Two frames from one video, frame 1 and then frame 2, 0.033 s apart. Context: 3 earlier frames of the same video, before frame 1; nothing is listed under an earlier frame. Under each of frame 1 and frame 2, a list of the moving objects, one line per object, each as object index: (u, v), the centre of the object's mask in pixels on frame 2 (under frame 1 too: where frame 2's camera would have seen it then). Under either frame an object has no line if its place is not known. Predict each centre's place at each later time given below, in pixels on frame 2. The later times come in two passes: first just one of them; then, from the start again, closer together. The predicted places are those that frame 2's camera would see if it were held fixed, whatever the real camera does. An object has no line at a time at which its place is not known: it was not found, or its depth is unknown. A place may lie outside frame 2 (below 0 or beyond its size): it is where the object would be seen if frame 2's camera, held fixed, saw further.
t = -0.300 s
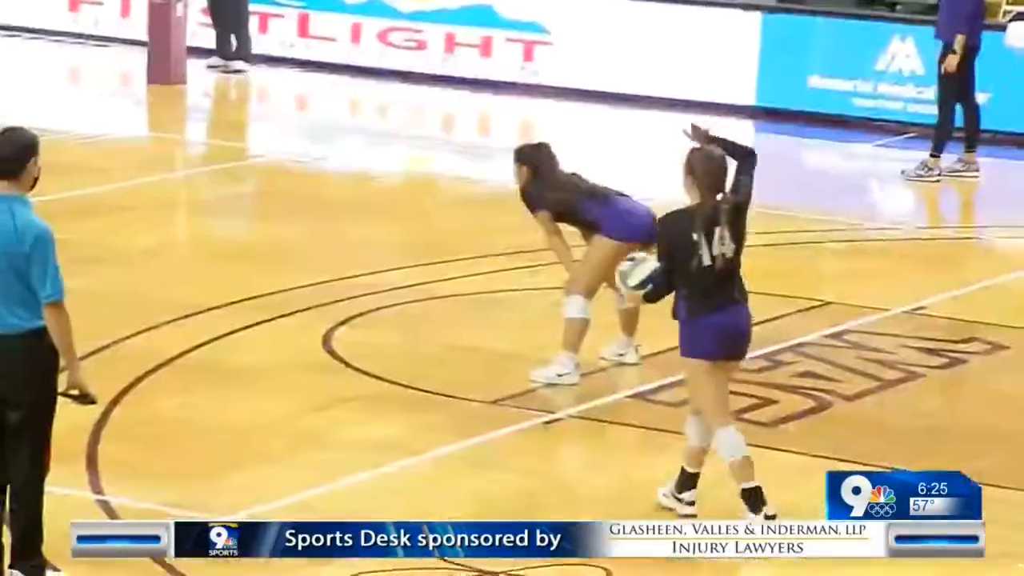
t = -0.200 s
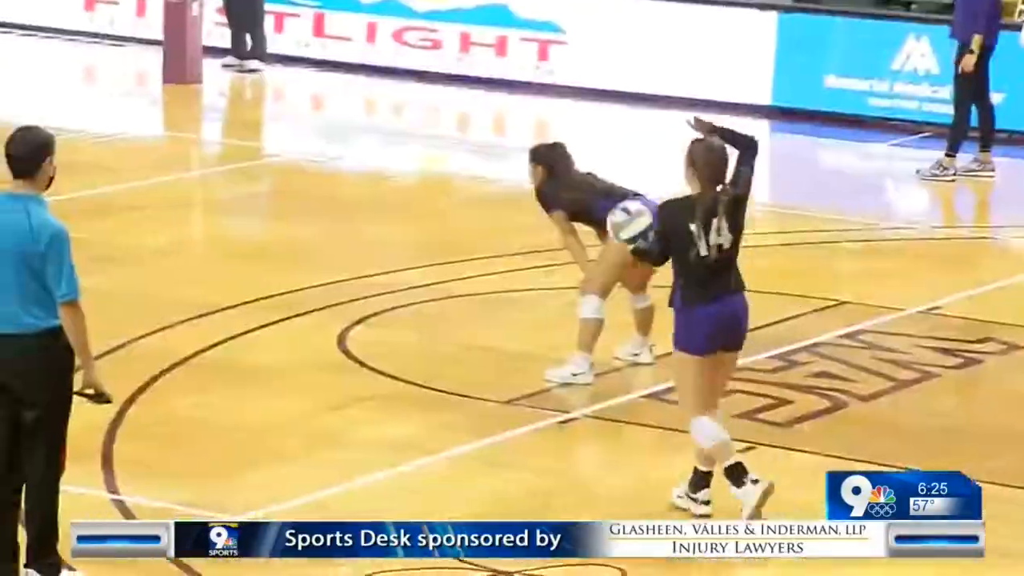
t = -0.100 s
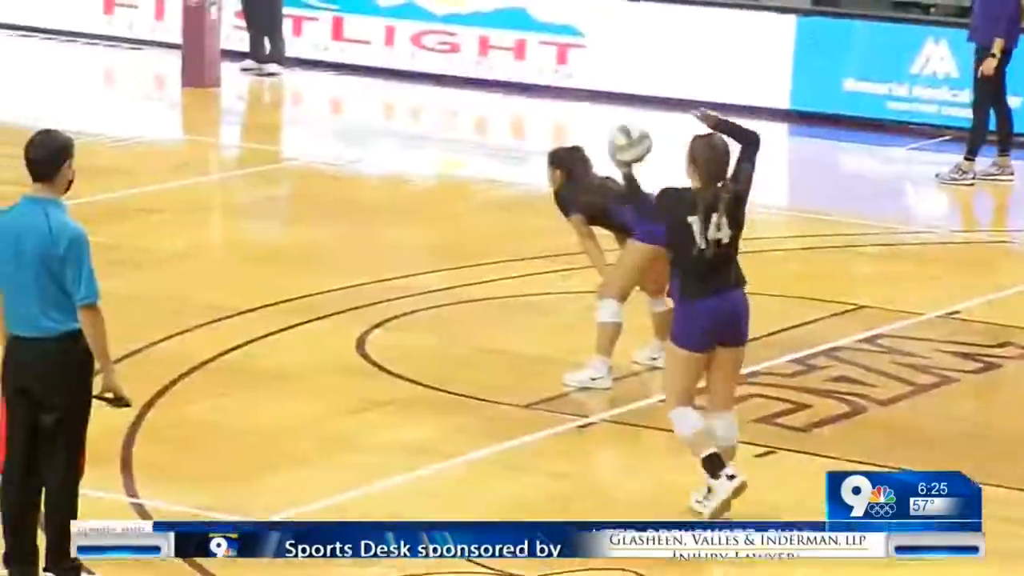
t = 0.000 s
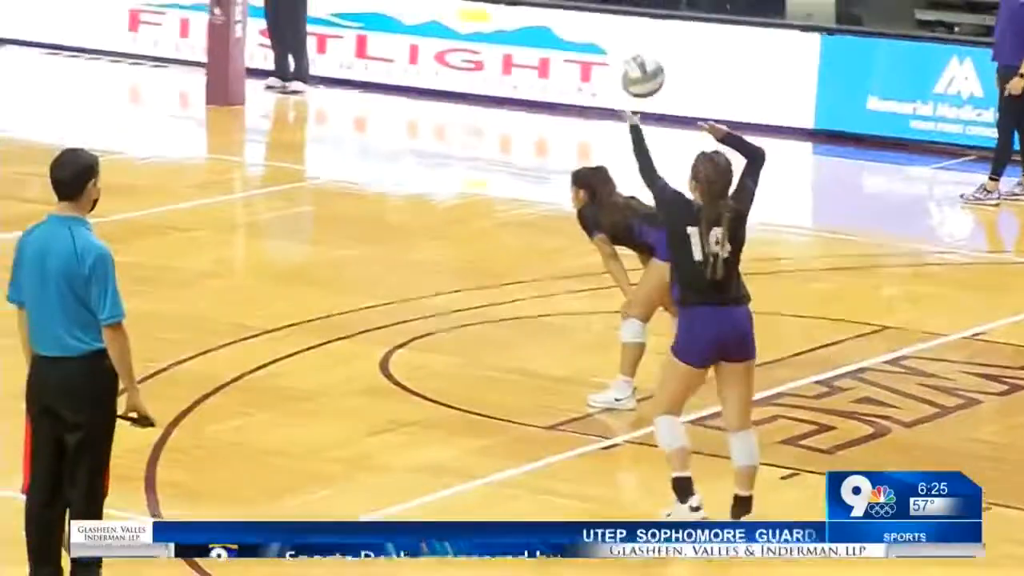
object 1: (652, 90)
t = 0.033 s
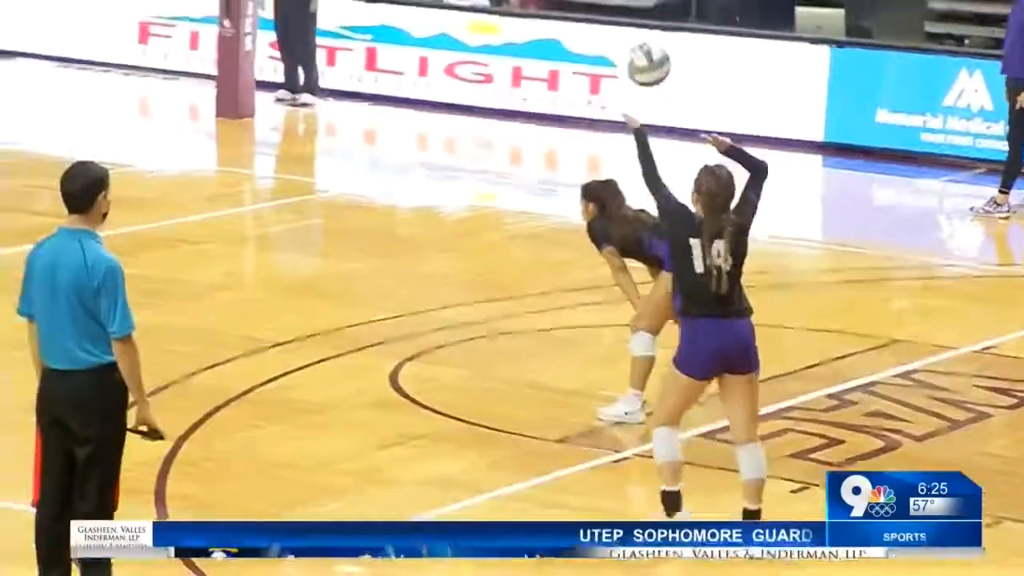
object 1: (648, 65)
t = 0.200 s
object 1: (629, -22)
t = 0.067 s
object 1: (644, 40)
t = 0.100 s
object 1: (639, 20)
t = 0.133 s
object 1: (634, 3)
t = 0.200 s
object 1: (629, -22)
